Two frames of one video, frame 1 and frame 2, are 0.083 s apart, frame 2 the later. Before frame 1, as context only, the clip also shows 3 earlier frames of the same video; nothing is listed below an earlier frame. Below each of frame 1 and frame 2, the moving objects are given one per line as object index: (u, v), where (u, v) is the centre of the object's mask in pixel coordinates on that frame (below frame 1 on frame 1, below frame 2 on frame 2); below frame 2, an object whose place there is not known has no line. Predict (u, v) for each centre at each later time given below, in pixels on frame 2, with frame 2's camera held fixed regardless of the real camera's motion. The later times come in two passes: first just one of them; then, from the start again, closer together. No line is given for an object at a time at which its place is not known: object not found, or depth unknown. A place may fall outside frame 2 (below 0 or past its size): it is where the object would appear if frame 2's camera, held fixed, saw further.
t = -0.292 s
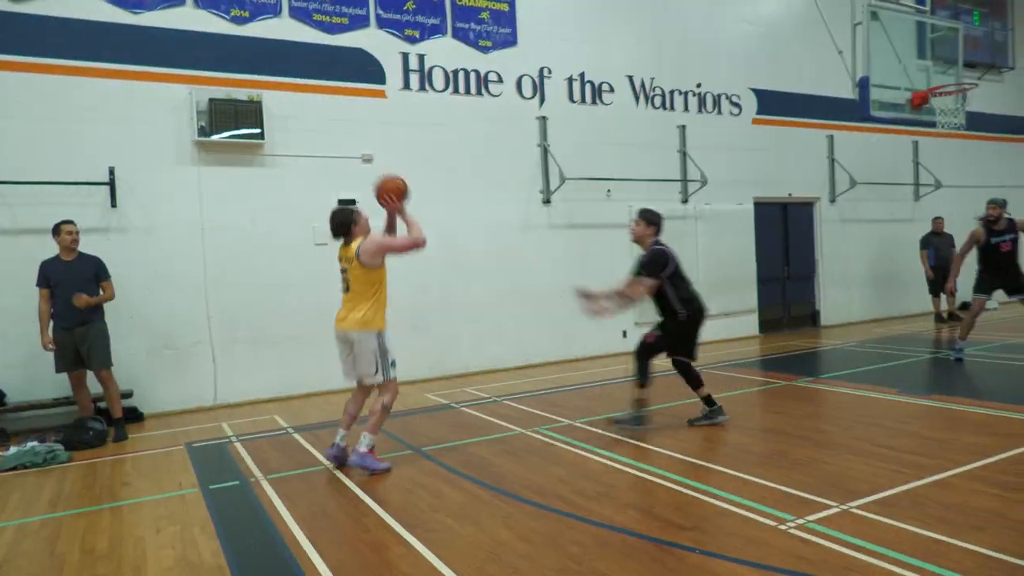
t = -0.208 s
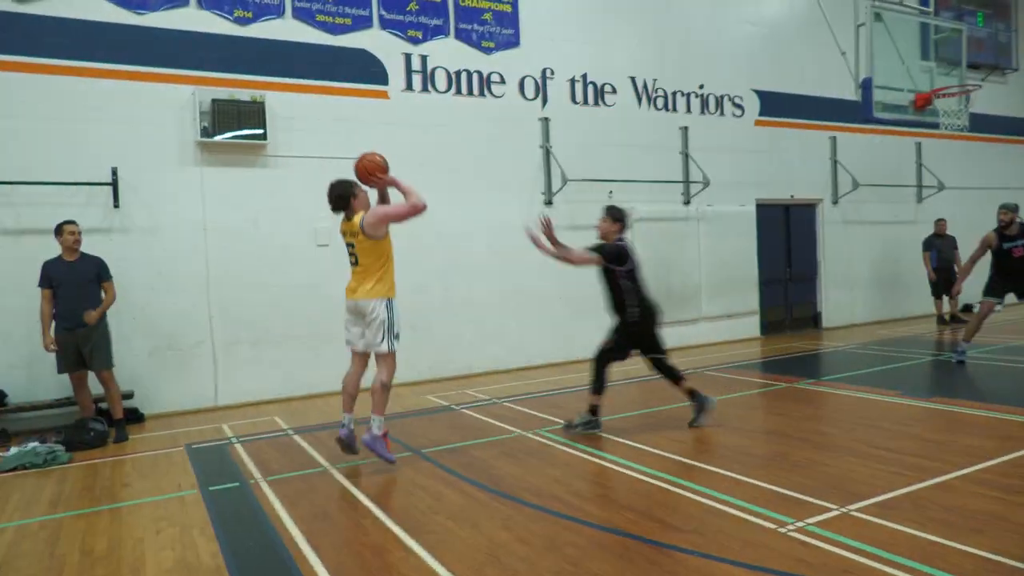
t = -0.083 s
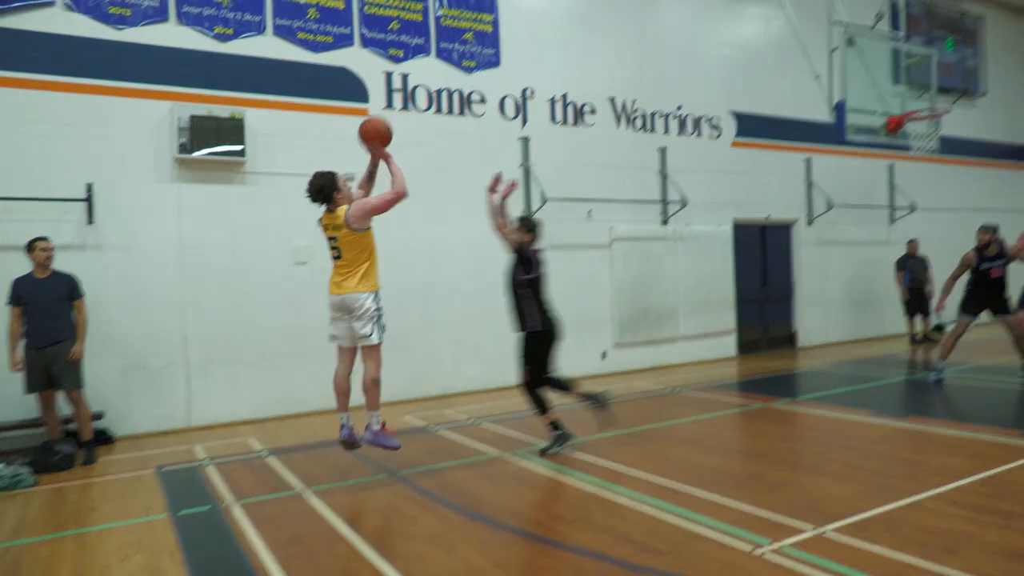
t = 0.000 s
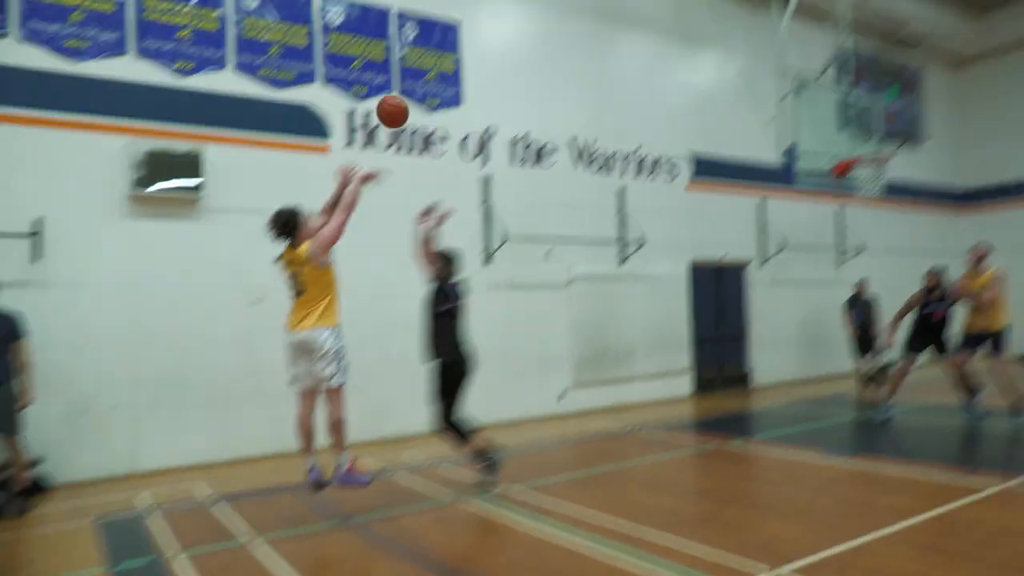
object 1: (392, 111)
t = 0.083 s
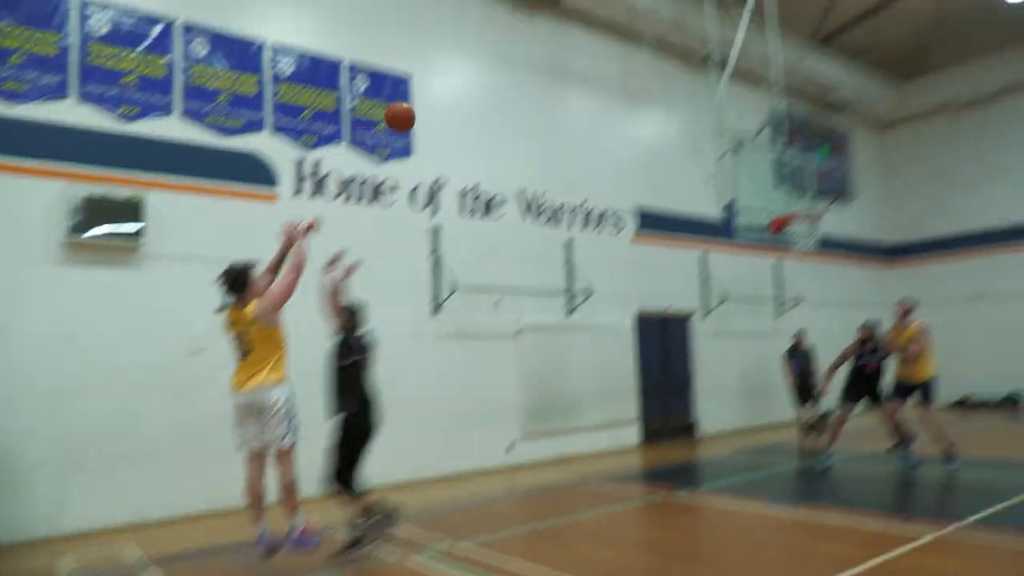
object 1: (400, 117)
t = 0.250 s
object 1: (499, 69)
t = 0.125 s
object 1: (420, 104)
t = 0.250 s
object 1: (499, 69)
